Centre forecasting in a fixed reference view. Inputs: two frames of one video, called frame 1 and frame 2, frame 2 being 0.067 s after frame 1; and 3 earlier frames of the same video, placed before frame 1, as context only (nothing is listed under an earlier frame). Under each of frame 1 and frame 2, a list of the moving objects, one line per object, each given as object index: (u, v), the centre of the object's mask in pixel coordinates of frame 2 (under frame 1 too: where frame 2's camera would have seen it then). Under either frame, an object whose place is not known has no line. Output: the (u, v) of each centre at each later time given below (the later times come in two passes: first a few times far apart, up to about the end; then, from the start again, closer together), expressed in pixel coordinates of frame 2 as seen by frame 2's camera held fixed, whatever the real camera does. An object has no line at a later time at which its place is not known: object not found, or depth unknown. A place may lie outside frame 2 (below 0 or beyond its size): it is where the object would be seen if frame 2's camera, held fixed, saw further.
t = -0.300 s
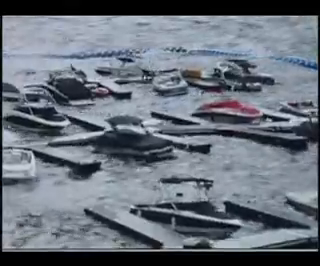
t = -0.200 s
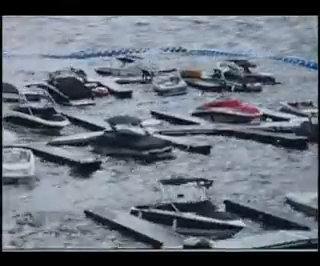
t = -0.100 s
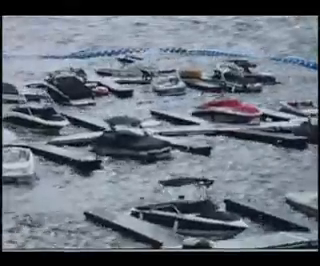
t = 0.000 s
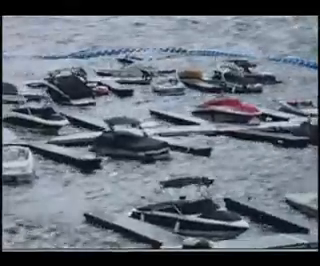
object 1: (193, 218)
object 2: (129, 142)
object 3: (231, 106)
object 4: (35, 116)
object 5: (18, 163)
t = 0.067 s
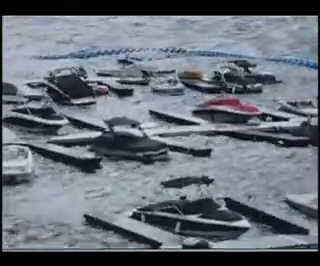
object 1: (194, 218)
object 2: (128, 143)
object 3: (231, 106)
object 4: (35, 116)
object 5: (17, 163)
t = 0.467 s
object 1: (194, 217)
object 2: (124, 145)
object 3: (231, 104)
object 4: (33, 117)
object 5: (17, 158)
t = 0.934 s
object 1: (193, 217)
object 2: (124, 148)
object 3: (233, 102)
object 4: (33, 118)
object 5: (16, 153)
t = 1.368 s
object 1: (188, 219)
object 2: (127, 148)
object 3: (233, 102)
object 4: (32, 118)
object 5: (17, 151)
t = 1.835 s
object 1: (184, 220)
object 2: (133, 146)
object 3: (233, 103)
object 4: (32, 121)
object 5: (20, 155)
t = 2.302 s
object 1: (182, 221)
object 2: (135, 144)
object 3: (231, 104)
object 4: (34, 123)
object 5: (23, 161)
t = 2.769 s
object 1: (186, 218)
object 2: (136, 145)
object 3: (229, 105)
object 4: (34, 122)
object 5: (24, 164)
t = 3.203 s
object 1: (190, 215)
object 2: (138, 149)
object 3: (230, 106)
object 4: (34, 121)
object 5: (22, 165)
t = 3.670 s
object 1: (193, 212)
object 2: (135, 151)
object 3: (230, 106)
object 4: (32, 115)
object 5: (20, 162)
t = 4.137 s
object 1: (195, 214)
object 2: (133, 151)
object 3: (233, 106)
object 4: (29, 111)
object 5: (18, 161)
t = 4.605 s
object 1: (198, 221)
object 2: (131, 148)
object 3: (236, 105)
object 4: (31, 114)
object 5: (19, 158)
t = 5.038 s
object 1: (201, 225)
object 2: (128, 143)
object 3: (237, 103)
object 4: (33, 119)
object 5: (21, 158)
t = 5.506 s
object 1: (200, 225)
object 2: (129, 141)
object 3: (238, 102)
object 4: (36, 124)
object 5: (23, 158)
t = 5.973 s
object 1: (197, 220)
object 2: (133, 145)
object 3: (235, 103)
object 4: (38, 124)
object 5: (26, 159)
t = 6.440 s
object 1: (192, 212)
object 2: (139, 150)
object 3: (233, 104)
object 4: (40, 121)
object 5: (24, 156)
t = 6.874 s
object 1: (190, 211)
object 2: (143, 154)
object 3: (233, 106)
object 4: (43, 122)
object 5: (22, 160)
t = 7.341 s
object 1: (192, 213)
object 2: (149, 153)
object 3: (236, 107)
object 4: (44, 118)
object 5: (21, 164)
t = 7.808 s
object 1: (197, 218)
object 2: (141, 149)
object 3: (239, 105)
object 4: (43, 117)
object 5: (21, 164)
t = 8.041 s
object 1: (200, 221)
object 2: (138, 148)
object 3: (239, 104)
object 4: (41, 118)
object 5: (22, 165)
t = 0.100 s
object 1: (193, 218)
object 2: (127, 143)
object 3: (232, 105)
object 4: (35, 117)
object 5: (17, 163)
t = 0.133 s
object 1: (194, 218)
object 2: (127, 143)
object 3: (232, 105)
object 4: (34, 117)
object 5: (17, 160)
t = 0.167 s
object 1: (194, 218)
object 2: (126, 143)
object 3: (232, 105)
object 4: (34, 116)
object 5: (17, 161)
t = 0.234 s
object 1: (194, 218)
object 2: (126, 144)
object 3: (231, 105)
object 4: (34, 116)
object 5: (17, 159)
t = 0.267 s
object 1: (194, 218)
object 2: (126, 144)
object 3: (231, 105)
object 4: (34, 116)
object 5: (17, 160)
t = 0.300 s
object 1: (194, 218)
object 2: (126, 144)
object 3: (231, 104)
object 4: (34, 116)
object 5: (16, 160)
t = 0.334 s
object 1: (194, 218)
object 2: (125, 145)
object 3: (231, 104)
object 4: (34, 117)
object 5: (16, 158)
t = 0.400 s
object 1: (194, 217)
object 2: (125, 145)
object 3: (231, 104)
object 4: (34, 116)
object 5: (17, 159)
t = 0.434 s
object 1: (194, 217)
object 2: (125, 146)
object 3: (231, 104)
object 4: (34, 117)
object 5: (17, 159)
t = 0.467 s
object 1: (194, 217)
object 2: (124, 145)
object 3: (231, 104)
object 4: (33, 117)
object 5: (17, 158)
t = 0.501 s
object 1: (194, 217)
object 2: (124, 145)
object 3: (231, 103)
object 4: (33, 117)
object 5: (17, 158)
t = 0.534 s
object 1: (194, 217)
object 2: (123, 145)
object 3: (231, 103)
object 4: (33, 117)
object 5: (16, 157)
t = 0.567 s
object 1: (194, 217)
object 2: (124, 146)
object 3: (232, 103)
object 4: (33, 117)
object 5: (16, 157)
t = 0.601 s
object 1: (194, 216)
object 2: (123, 146)
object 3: (232, 103)
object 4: (33, 117)
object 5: (16, 157)
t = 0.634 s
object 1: (194, 216)
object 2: (123, 146)
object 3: (232, 103)
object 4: (33, 117)
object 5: (16, 157)
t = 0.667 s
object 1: (194, 216)
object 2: (123, 147)
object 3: (233, 103)
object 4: (32, 116)
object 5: (16, 156)
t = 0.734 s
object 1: (194, 216)
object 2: (123, 147)
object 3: (232, 103)
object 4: (32, 116)
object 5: (16, 156)
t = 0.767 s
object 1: (194, 216)
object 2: (123, 148)
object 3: (233, 103)
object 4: (32, 116)
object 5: (17, 155)
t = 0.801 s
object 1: (194, 216)
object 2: (124, 147)
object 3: (233, 103)
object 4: (33, 117)
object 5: (16, 154)
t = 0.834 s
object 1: (194, 216)
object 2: (124, 147)
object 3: (233, 103)
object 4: (32, 116)
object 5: (16, 153)
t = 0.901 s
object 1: (193, 216)
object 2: (124, 149)
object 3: (233, 102)
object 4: (33, 117)
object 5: (16, 153)
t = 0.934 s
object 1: (193, 217)
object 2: (124, 148)
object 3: (233, 102)
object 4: (33, 118)
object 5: (16, 153)
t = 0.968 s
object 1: (193, 217)
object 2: (125, 148)
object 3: (233, 102)
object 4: (32, 118)
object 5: (16, 152)
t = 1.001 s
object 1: (193, 217)
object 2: (124, 150)
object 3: (233, 102)
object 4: (32, 118)
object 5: (16, 152)
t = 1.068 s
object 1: (192, 216)
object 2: (125, 150)
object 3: (234, 102)
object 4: (32, 117)
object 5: (17, 152)
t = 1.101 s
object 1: (191, 217)
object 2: (126, 149)
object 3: (234, 103)
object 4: (32, 118)
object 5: (17, 151)
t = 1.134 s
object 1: (191, 217)
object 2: (126, 149)
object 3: (235, 103)
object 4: (32, 117)
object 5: (17, 151)
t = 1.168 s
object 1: (191, 217)
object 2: (126, 149)
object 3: (235, 103)
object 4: (32, 118)
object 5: (17, 151)
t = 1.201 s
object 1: (190, 217)
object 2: (126, 149)
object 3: (234, 103)
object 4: (32, 118)
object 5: (17, 150)
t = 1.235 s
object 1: (189, 217)
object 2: (127, 149)
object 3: (233, 102)
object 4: (31, 117)
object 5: (17, 150)
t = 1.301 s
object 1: (189, 218)
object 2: (127, 148)
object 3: (233, 102)
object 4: (31, 118)
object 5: (17, 150)
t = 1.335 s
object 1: (189, 219)
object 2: (127, 148)
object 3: (232, 102)
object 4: (32, 118)
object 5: (17, 151)
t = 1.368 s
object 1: (188, 219)
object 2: (127, 148)
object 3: (233, 102)
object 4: (32, 118)
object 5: (17, 151)
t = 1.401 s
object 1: (188, 219)
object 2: (128, 148)
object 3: (233, 102)
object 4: (32, 118)
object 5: (17, 151)
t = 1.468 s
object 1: (187, 220)
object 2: (128, 147)
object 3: (233, 102)
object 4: (32, 118)
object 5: (17, 152)
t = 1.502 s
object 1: (187, 220)
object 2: (129, 147)
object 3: (233, 102)
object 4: (32, 119)
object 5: (18, 152)
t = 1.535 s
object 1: (187, 220)
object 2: (129, 147)
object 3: (233, 102)
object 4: (32, 119)
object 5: (18, 153)
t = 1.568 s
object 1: (187, 220)
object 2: (129, 147)
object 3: (233, 102)
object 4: (32, 119)
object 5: (18, 153)
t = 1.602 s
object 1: (186, 220)
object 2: (129, 147)
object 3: (233, 102)
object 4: (32, 119)
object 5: (18, 152)
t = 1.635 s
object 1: (186, 220)
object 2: (130, 147)
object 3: (233, 102)
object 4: (32, 119)
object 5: (19, 153)
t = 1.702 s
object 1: (185, 220)
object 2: (131, 147)
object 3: (233, 102)
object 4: (32, 120)
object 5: (19, 154)
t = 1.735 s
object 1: (184, 220)
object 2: (131, 146)
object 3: (232, 102)
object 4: (32, 120)
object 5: (19, 154)
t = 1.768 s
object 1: (184, 220)
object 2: (132, 146)
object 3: (233, 102)
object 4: (32, 120)
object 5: (19, 154)
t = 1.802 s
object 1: (184, 220)
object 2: (132, 146)
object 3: (233, 102)
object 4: (32, 121)
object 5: (20, 155)
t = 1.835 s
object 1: (184, 220)
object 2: (133, 146)
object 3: (233, 103)
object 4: (32, 121)
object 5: (20, 155)
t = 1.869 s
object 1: (183, 220)
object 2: (133, 145)
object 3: (232, 102)
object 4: (32, 121)
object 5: (20, 155)
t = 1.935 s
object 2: (133, 145)
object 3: (232, 103)
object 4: (33, 121)
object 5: (20, 157)
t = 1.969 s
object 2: (133, 145)
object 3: (232, 103)
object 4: (32, 121)
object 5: (21, 157)
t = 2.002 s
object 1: (183, 221)
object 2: (133, 145)
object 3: (232, 103)
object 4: (33, 122)
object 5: (21, 157)
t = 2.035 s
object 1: (183, 221)
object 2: (133, 145)
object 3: (231, 103)
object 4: (33, 123)
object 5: (20, 157)
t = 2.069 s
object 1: (182, 221)
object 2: (133, 145)
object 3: (232, 103)
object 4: (33, 123)
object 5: (21, 158)
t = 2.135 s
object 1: (182, 221)
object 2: (133, 145)
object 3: (232, 103)
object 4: (33, 123)
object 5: (21, 159)
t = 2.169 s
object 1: (182, 221)
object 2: (133, 145)
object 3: (232, 103)
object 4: (33, 123)
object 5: (22, 160)
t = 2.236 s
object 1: (182, 221)
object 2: (134, 144)
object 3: (232, 103)
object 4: (33, 123)
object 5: (22, 161)
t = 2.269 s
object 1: (182, 221)
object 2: (134, 144)
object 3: (231, 103)
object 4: (33, 123)
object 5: (23, 162)
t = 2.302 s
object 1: (182, 221)
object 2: (135, 144)
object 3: (231, 104)
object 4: (34, 123)
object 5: (23, 161)
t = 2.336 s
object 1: (182, 220)
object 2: (135, 144)
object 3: (231, 104)
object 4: (34, 123)
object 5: (23, 162)
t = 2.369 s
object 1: (182, 220)
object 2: (135, 144)
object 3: (230, 104)
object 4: (34, 123)
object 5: (24, 162)
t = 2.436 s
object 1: (183, 220)
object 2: (136, 144)
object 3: (230, 104)
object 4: (34, 122)
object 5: (24, 163)
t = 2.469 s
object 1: (183, 220)
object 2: (135, 144)
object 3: (229, 104)
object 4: (34, 123)
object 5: (24, 163)
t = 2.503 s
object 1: (183, 220)
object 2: (135, 144)
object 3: (229, 104)
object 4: (34, 122)
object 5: (24, 163)
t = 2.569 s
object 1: (183, 219)
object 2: (136, 144)
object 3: (230, 104)
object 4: (35, 123)
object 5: (24, 164)
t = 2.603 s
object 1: (184, 219)
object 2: (136, 144)
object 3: (229, 104)
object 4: (34, 123)
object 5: (24, 164)
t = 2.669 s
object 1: (184, 219)
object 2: (136, 144)
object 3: (229, 104)
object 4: (34, 123)
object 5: (25, 164)
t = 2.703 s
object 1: (185, 218)
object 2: (136, 144)
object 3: (229, 105)
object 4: (34, 122)
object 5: (25, 164)
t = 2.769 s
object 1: (186, 218)
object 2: (136, 145)
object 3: (229, 105)
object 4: (34, 122)
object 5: (24, 164)
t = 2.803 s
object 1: (186, 218)
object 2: (137, 145)
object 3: (229, 105)
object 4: (34, 122)
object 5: (24, 164)
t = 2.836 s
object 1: (186, 218)
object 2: (136, 146)
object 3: (229, 105)
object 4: (34, 122)
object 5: (24, 165)
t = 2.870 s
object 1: (187, 217)
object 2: (137, 146)
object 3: (229, 105)
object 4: (34, 122)
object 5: (24, 165)
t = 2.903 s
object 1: (187, 217)
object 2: (137, 146)
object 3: (229, 105)
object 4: (34, 122)
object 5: (24, 165)
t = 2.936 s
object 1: (187, 217)
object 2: (137, 147)
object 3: (229, 105)
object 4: (34, 122)
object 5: (24, 165)
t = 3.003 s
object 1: (188, 216)
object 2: (137, 147)
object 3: (230, 106)
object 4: (34, 122)
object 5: (23, 165)
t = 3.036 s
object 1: (189, 216)
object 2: (138, 146)
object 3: (230, 106)
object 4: (34, 121)
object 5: (23, 165)
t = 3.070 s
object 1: (189, 216)
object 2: (138, 146)
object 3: (230, 106)
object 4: (34, 121)
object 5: (23, 165)
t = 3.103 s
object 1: (189, 216)
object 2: (138, 148)
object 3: (231, 106)
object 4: (34, 121)
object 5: (23, 165)
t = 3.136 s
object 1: (190, 216)
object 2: (138, 148)
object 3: (231, 106)
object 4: (34, 121)
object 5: (22, 165)
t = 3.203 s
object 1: (190, 215)
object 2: (138, 149)
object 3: (230, 106)
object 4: (34, 121)
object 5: (22, 165)
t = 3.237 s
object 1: (191, 215)
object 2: (137, 149)
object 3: (230, 106)
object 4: (34, 121)
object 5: (22, 164)
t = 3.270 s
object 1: (191, 215)
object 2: (138, 149)
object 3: (229, 106)
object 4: (33, 121)
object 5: (22, 164)
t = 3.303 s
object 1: (191, 214)
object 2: (137, 149)
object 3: (229, 106)
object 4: (33, 120)
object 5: (22, 164)
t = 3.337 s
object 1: (191, 214)
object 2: (137, 149)
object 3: (229, 106)
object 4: (33, 120)
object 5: (21, 164)
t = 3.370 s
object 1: (191, 214)
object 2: (136, 150)
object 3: (229, 106)
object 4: (33, 120)
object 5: (21, 164)
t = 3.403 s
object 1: (192, 213)
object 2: (136, 149)
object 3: (229, 106)
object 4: (34, 119)
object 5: (21, 164)
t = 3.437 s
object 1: (192, 213)
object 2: (135, 150)
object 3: (229, 106)
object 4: (33, 119)
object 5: (21, 163)
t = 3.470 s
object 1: (192, 213)
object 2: (135, 150)
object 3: (229, 106)
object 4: (33, 118)
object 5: (21, 163)
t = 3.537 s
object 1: (192, 213)
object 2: (135, 150)
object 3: (230, 107)
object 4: (33, 116)
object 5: (20, 163)
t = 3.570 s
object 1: (192, 212)
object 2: (135, 151)
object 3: (230, 106)
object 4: (33, 116)
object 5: (20, 162)
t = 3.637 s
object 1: (193, 212)
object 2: (135, 151)
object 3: (230, 106)
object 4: (33, 116)
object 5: (20, 162)
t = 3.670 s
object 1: (193, 212)
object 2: (135, 151)
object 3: (230, 106)
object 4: (32, 115)
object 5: (20, 162)
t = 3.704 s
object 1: (193, 212)
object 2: (135, 151)
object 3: (231, 106)
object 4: (32, 115)
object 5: (19, 162)
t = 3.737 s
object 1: (193, 212)
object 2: (136, 151)
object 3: (231, 107)
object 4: (32, 114)
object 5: (19, 162)
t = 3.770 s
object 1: (194, 212)
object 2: (136, 151)
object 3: (232, 106)
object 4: (32, 114)
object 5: (20, 162)
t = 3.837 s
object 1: (194, 212)
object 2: (135, 151)
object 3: (232, 106)
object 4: (32, 114)
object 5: (19, 162)
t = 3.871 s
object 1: (194, 212)
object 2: (134, 151)
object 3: (232, 106)
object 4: (32, 114)
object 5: (19, 162)
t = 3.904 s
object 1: (194, 212)
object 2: (134, 151)
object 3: (232, 106)
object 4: (32, 113)
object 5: (19, 162)
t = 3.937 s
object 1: (194, 213)
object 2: (134, 151)
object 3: (232, 106)
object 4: (32, 113)
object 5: (18, 163)
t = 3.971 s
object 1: (194, 213)
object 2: (134, 151)
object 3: (232, 106)
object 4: (31, 113)
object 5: (18, 163)
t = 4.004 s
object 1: (195, 213)
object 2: (133, 151)
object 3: (232, 106)
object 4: (31, 113)
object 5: (18, 163)
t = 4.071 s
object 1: (195, 214)
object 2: (133, 151)
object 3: (233, 106)
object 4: (30, 112)
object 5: (18, 162)
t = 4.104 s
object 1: (195, 214)
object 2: (133, 151)
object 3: (233, 106)
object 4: (29, 112)
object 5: (18, 162)
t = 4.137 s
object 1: (195, 214)
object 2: (133, 151)
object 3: (233, 106)
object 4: (29, 111)
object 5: (18, 161)
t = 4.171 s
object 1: (195, 214)
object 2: (132, 151)
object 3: (233, 106)
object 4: (29, 111)
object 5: (18, 161)
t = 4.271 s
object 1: (195, 216)
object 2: (132, 150)
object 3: (234, 106)
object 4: (30, 112)
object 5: (18, 161)
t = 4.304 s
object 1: (196, 216)
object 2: (132, 150)
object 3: (234, 106)
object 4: (29, 112)
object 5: (18, 160)
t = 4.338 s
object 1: (196, 217)
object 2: (131, 150)
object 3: (234, 106)
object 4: (29, 113)
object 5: (18, 160)
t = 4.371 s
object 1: (196, 217)
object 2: (131, 150)
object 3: (234, 106)
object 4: (29, 113)
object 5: (18, 159)
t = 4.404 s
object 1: (196, 218)
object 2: (131, 150)
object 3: (235, 106)
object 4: (29, 112)
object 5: (18, 158)
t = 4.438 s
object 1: (196, 218)
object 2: (131, 150)
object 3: (236, 106)
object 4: (31, 114)
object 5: (18, 157)
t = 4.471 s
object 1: (196, 219)
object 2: (131, 150)
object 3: (236, 106)
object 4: (31, 114)
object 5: (18, 157)
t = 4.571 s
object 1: (198, 220)
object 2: (132, 149)
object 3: (236, 105)
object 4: (31, 114)
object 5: (19, 157)
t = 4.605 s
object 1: (198, 221)
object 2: (131, 148)
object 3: (236, 105)
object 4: (31, 114)
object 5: (19, 158)
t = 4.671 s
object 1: (199, 222)
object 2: (131, 147)
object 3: (236, 105)
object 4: (31, 114)
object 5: (19, 159)
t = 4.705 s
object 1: (199, 223)
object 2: (131, 148)
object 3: (236, 105)
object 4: (31, 115)
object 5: (20, 159)
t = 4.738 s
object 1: (199, 223)
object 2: (131, 147)
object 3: (236, 105)
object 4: (31, 115)
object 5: (20, 159)
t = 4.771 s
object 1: (199, 224)
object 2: (130, 147)
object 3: (237, 104)
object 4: (32, 116)
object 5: (20, 159)
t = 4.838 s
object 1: (200, 224)
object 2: (130, 145)
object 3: (236, 104)
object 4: (32, 117)
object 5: (20, 159)
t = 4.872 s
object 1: (200, 225)
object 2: (129, 144)
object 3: (236, 104)
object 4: (32, 117)
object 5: (20, 158)
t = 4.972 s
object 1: (201, 225)
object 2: (129, 144)
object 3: (237, 104)
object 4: (33, 119)
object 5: (20, 158)
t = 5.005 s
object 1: (201, 225)
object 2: (128, 144)
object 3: (237, 103)
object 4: (33, 118)
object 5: (20, 158)
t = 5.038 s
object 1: (201, 225)
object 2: (128, 143)
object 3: (237, 103)
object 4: (33, 119)
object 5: (21, 158)
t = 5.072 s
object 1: (201, 226)
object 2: (128, 143)
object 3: (237, 103)
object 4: (33, 119)
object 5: (21, 157)
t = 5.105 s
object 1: (201, 226)
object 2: (128, 143)
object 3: (237, 103)
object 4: (34, 119)
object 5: (21, 157)
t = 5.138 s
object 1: (201, 226)
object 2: (128, 142)
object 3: (237, 103)
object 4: (34, 120)
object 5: (21, 158)
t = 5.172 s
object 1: (201, 226)
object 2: (128, 142)
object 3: (237, 103)
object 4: (34, 121)
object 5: (21, 158)
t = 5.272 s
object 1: (201, 226)
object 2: (128, 142)
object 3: (237, 103)
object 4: (35, 123)
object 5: (21, 158)
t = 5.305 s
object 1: (201, 226)
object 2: (128, 142)
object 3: (237, 103)
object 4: (35, 123)
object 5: (22, 158)
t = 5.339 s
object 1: (201, 225)
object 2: (128, 142)
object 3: (237, 102)
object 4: (36, 123)
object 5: (22, 158)
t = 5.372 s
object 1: (200, 225)
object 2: (128, 142)
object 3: (237, 102)
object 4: (36, 123)
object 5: (22, 158)
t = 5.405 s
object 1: (200, 225)
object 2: (129, 142)
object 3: (237, 102)
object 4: (36, 124)
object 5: (22, 158)
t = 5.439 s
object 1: (200, 225)
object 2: (129, 141)
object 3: (238, 102)
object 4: (36, 124)
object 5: (23, 158)
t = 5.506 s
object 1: (200, 225)
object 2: (129, 141)
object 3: (238, 102)
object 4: (36, 124)
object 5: (23, 158)
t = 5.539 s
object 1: (199, 225)
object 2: (129, 141)
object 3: (238, 103)
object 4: (36, 124)
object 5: (23, 158)
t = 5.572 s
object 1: (199, 224)
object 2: (129, 141)
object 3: (237, 103)
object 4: (37, 124)
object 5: (24, 159)
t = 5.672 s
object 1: (199, 224)
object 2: (130, 142)
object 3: (236, 103)
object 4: (36, 124)
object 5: (24, 159)
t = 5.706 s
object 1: (199, 223)
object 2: (131, 142)
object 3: (236, 103)
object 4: (36, 123)
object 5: (25, 159)
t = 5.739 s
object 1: (199, 223)
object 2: (131, 142)
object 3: (236, 103)
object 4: (37, 123)
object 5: (25, 159)
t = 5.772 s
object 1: (198, 223)
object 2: (132, 141)
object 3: (236, 103)
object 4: (37, 123)
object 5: (26, 159)
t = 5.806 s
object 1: (198, 222)
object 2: (131, 143)
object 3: (235, 103)
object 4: (37, 124)
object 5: (26, 159)
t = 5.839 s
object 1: (198, 222)
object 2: (132, 143)
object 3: (236, 103)
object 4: (37, 124)
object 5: (26, 159)
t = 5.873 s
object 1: (198, 221)
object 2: (133, 142)
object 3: (235, 103)
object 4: (38, 124)
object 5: (26, 159)
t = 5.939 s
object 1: (197, 220)
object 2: (133, 145)
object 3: (235, 103)
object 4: (38, 124)
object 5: (26, 159)
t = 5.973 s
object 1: (197, 220)
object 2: (133, 145)
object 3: (235, 103)
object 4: (38, 124)
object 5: (26, 159)
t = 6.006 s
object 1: (197, 220)
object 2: (133, 145)
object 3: (235, 103)
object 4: (38, 124)
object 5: (26, 159)
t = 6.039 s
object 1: (196, 219)
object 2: (134, 146)
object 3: (235, 103)
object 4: (38, 125)
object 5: (26, 159)
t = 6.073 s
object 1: (196, 218)
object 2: (134, 146)
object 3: (235, 103)
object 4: (39, 124)
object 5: (26, 159)
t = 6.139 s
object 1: (195, 218)
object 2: (135, 146)
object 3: (235, 103)
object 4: (39, 123)
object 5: (26, 159)
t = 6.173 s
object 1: (194, 217)
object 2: (135, 147)
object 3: (235, 103)
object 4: (39, 123)
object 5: (26, 158)
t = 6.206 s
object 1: (194, 217)
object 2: (136, 148)
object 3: (235, 103)
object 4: (39, 123)
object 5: (26, 158)
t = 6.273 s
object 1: (193, 215)
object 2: (138, 149)
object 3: (235, 103)
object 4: (40, 123)
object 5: (26, 158)
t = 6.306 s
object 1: (193, 215)
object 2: (138, 149)
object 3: (234, 103)
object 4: (40, 122)
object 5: (26, 157)
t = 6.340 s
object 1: (193, 214)
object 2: (139, 150)
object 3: (234, 104)
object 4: (40, 122)
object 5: (25, 157)
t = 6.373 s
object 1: (193, 214)
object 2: (139, 150)
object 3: (233, 103)
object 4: (40, 121)
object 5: (25, 157)
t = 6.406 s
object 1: (193, 214)
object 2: (139, 150)
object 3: (233, 104)
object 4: (40, 121)
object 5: (25, 157)
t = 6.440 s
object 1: (192, 212)
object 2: (139, 150)
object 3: (233, 104)
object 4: (40, 121)
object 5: (24, 156)
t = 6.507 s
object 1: (191, 211)
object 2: (140, 151)
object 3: (233, 104)
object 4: (41, 121)
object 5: (24, 156)
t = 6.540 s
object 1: (191, 211)
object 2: (141, 151)
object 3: (233, 104)
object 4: (41, 120)
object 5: (24, 157)
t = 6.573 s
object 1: (190, 211)
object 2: (140, 152)
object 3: (233, 104)
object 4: (41, 121)
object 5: (23, 157)
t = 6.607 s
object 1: (191, 212)
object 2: (141, 152)
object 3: (233, 104)
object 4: (41, 121)
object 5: (24, 157)
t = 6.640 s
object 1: (190, 212)
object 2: (142, 153)
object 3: (233, 104)
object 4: (41, 121)
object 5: (23, 157)
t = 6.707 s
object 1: (190, 212)
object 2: (142, 153)
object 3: (233, 105)
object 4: (42, 121)
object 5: (23, 158)
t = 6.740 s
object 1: (190, 212)
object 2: (143, 153)
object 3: (233, 105)
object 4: (42, 121)
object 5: (23, 158)
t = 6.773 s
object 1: (190, 212)
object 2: (143, 153)
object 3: (232, 105)
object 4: (43, 122)
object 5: (23, 158)
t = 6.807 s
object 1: (190, 211)
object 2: (143, 153)
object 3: (233, 105)
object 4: (43, 122)
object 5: (22, 158)
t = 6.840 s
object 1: (190, 211)
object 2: (144, 153)
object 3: (233, 105)
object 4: (43, 122)
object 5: (22, 158)
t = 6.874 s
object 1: (190, 211)
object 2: (143, 154)
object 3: (233, 106)
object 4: (43, 122)
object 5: (22, 160)
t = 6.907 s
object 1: (189, 211)
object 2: (144, 154)
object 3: (234, 106)
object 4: (43, 122)
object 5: (22, 161)
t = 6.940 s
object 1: (190, 211)
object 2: (144, 154)
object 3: (234, 106)
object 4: (43, 122)
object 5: (22, 161)
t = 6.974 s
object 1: (190, 211)
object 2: (149, 154)
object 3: (235, 106)
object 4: (44, 122)
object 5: (22, 163)
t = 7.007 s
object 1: (191, 211)
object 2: (149, 154)
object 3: (236, 107)
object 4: (44, 121)
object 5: (21, 163)
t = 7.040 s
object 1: (191, 211)
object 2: (149, 154)
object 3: (236, 107)
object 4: (43, 120)
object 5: (22, 162)
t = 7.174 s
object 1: (191, 212)
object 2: (149, 154)
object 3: (237, 107)
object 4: (44, 120)
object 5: (21, 164)
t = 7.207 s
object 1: (191, 212)
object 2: (148, 154)
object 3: (237, 107)
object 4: (44, 120)
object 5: (21, 164)
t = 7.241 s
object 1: (191, 212)
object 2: (149, 154)
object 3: (237, 107)
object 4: (44, 119)
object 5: (21, 165)
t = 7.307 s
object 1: (192, 213)
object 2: (149, 153)
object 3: (236, 107)
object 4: (44, 119)
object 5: (21, 164)
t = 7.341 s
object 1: (192, 213)
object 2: (149, 153)
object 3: (236, 107)
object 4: (44, 118)
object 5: (21, 164)
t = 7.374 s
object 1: (192, 213)
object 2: (149, 153)
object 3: (236, 107)
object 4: (44, 117)
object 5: (21, 164)
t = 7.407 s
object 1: (193, 214)
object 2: (149, 153)
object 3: (236, 107)
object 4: (43, 118)
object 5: (20, 163)
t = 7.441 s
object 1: (193, 214)
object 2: (149, 153)
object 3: (237, 107)
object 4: (43, 118)
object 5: (20, 163)
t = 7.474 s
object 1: (194, 214)
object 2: (148, 152)
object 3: (237, 107)
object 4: (43, 118)
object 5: (20, 163)
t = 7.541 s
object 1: (194, 215)
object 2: (148, 152)
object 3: (237, 107)
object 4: (43, 117)
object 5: (21, 163)
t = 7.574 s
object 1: (195, 215)
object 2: (144, 152)
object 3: (238, 106)
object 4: (43, 117)
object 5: (21, 162)
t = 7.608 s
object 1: (195, 215)
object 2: (143, 151)
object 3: (238, 106)
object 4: (43, 117)
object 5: (21, 163)
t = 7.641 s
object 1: (196, 215)
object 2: (142, 151)
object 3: (238, 106)
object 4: (43, 117)
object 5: (21, 163)
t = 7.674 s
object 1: (196, 216)
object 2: (142, 151)
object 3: (239, 106)
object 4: (43, 118)
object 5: (21, 163)
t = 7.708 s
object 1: (196, 216)
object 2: (142, 150)
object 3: (239, 106)
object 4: (43, 117)
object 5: (21, 163)
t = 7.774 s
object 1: (197, 217)
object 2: (141, 150)
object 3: (239, 105)
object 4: (43, 117)
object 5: (21, 164)
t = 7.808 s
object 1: (197, 218)
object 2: (141, 149)
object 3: (239, 105)
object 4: (43, 117)
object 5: (21, 164)
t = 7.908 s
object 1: (198, 219)
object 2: (139, 149)
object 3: (239, 105)
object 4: (43, 117)
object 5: (21, 164)
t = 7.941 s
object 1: (199, 220)
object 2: (139, 149)
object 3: (239, 105)
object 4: (42, 117)
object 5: (22, 164)
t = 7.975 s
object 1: (199, 220)
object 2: (138, 149)
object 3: (239, 105)
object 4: (43, 118)
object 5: (22, 165)
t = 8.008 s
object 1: (199, 221)
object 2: (138, 148)
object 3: (239, 104)
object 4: (42, 118)
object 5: (22, 165)
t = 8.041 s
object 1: (200, 221)
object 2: (138, 148)
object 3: (239, 104)
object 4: (41, 118)
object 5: (22, 165)
